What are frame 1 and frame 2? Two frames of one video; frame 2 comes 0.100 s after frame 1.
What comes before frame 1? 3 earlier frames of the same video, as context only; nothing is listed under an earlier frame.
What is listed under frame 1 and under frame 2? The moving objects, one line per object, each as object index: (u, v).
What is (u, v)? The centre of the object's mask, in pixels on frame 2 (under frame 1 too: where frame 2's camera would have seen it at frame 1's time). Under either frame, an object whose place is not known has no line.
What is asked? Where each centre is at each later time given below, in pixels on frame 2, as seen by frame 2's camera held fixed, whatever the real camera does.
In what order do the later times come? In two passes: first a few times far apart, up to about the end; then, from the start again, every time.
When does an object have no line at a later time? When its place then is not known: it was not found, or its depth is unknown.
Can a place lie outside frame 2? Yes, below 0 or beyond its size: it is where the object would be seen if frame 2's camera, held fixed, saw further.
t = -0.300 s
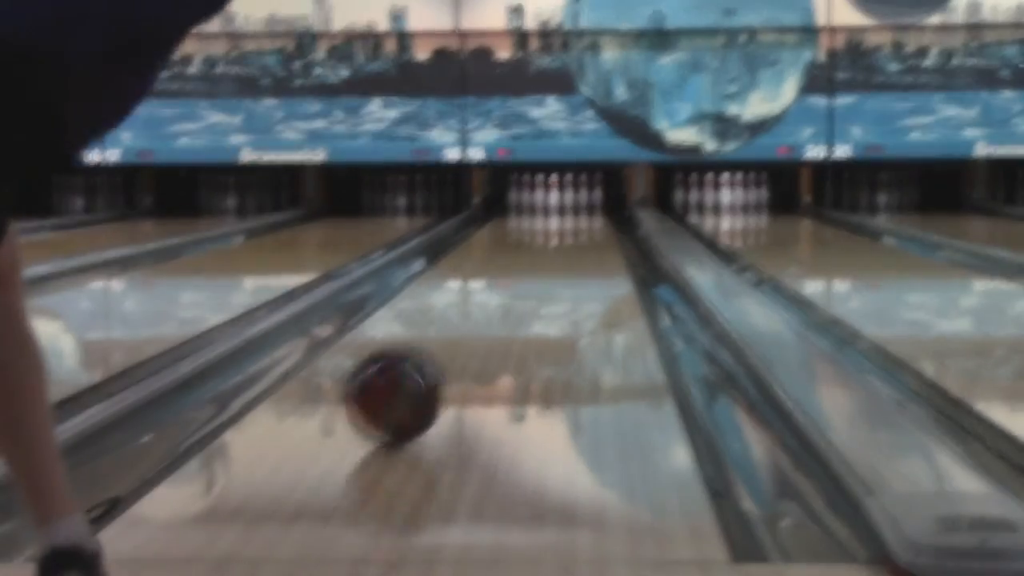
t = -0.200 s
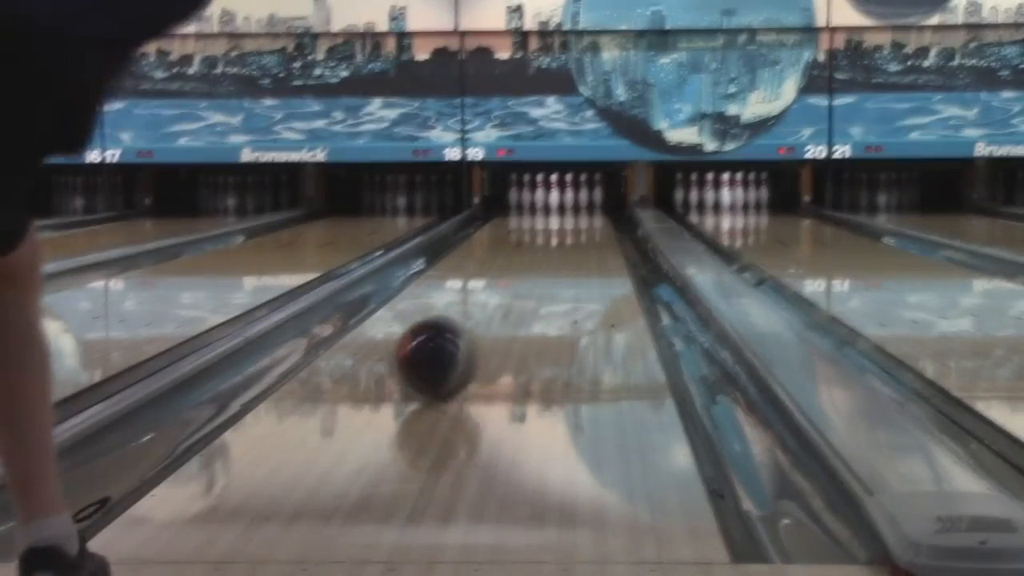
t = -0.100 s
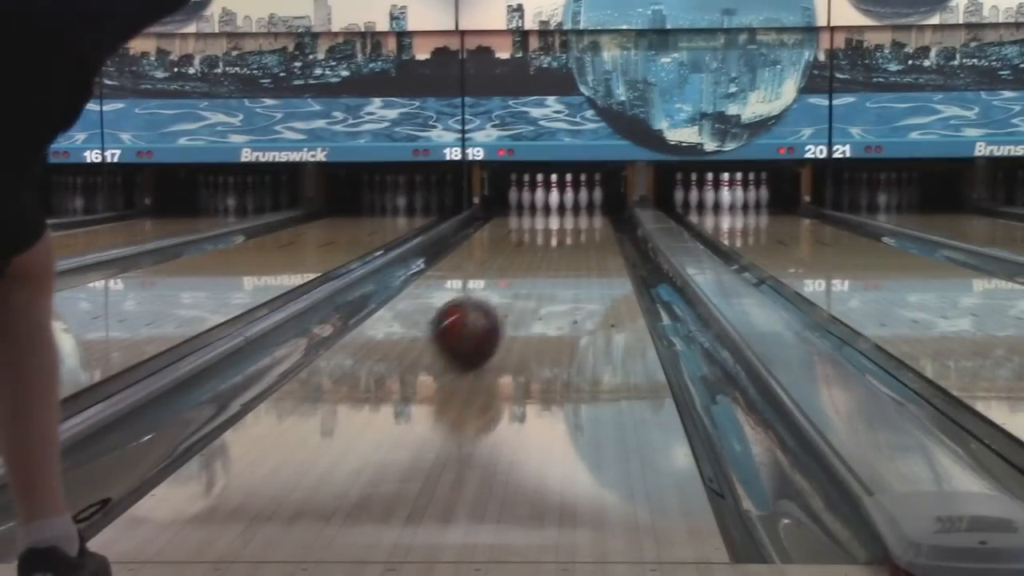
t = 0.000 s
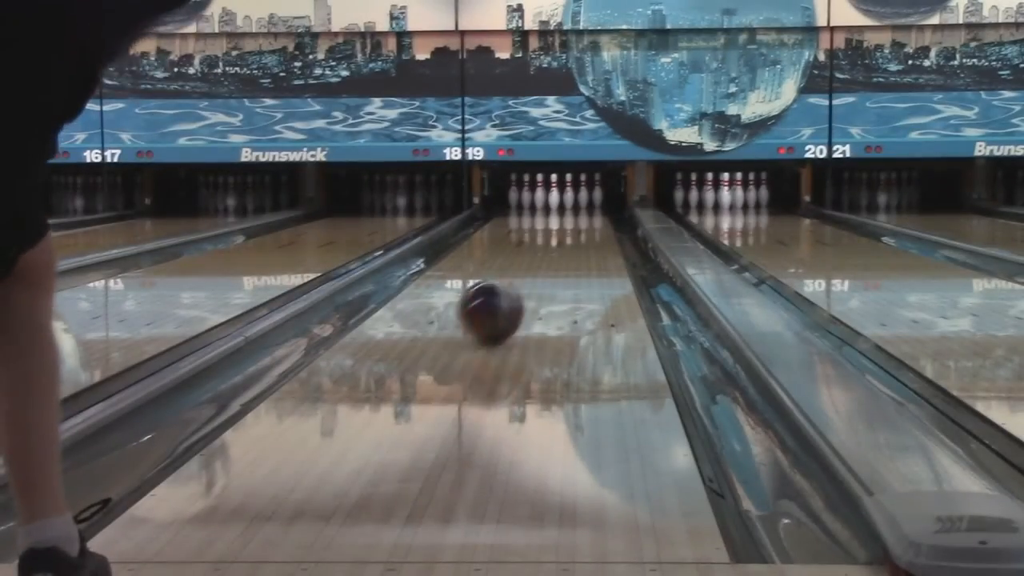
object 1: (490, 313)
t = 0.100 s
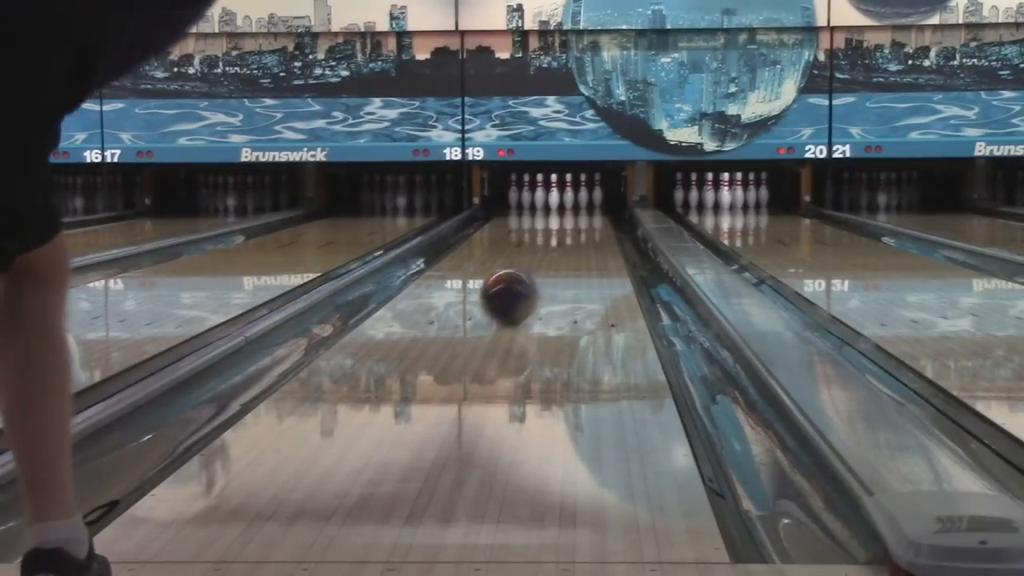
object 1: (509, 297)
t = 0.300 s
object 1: (537, 270)
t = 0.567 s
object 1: (560, 249)
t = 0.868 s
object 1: (577, 233)
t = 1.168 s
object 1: (587, 220)
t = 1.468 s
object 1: (587, 212)
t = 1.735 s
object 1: (576, 206)
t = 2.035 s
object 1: (558, 201)
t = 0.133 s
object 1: (515, 291)
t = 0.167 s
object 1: (520, 287)
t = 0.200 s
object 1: (524, 283)
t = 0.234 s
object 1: (528, 278)
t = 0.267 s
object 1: (532, 275)
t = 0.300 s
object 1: (537, 270)
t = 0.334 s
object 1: (540, 267)
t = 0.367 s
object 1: (543, 265)
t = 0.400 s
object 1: (546, 261)
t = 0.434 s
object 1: (547, 260)
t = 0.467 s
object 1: (553, 256)
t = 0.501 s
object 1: (555, 254)
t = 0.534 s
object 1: (558, 251)
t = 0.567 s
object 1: (560, 249)
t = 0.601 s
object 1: (561, 247)
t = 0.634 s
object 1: (565, 245)
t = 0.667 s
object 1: (567, 243)
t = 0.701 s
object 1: (569, 241)
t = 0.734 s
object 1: (571, 239)
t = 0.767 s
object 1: (572, 238)
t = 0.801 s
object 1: (575, 235)
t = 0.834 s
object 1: (576, 234)
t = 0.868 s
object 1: (577, 233)
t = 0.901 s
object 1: (579, 231)
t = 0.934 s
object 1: (579, 229)
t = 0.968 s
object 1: (581, 227)
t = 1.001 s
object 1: (582, 228)
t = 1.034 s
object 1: (584, 225)
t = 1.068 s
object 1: (585, 224)
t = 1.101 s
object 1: (586, 222)
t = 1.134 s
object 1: (587, 221)
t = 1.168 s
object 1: (587, 220)
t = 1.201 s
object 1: (588, 219)
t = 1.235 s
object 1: (589, 218)
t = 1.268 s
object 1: (590, 217)
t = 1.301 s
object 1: (589, 216)
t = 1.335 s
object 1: (589, 215)
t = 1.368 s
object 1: (589, 214)
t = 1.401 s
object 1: (588, 214)
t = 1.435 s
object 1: (588, 213)
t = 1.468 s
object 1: (587, 212)
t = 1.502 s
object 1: (586, 211)
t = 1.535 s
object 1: (585, 210)
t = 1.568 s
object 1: (584, 209)
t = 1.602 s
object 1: (583, 208)
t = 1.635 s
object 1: (581, 207)
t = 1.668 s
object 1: (579, 207)
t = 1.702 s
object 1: (578, 206)
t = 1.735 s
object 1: (576, 206)
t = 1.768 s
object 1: (573, 205)
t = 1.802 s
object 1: (572, 204)
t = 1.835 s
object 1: (570, 204)
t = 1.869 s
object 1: (568, 204)
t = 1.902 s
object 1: (566, 204)
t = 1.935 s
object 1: (564, 204)
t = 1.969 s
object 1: (562, 203)
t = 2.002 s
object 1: (559, 202)
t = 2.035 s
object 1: (558, 201)
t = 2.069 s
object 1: (556, 202)
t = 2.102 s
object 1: (556, 199)
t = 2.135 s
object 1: (556, 200)
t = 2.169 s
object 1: (554, 200)
